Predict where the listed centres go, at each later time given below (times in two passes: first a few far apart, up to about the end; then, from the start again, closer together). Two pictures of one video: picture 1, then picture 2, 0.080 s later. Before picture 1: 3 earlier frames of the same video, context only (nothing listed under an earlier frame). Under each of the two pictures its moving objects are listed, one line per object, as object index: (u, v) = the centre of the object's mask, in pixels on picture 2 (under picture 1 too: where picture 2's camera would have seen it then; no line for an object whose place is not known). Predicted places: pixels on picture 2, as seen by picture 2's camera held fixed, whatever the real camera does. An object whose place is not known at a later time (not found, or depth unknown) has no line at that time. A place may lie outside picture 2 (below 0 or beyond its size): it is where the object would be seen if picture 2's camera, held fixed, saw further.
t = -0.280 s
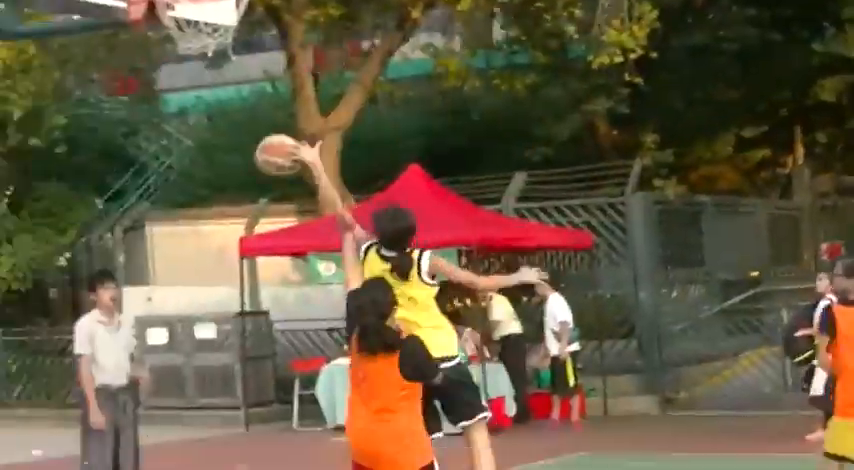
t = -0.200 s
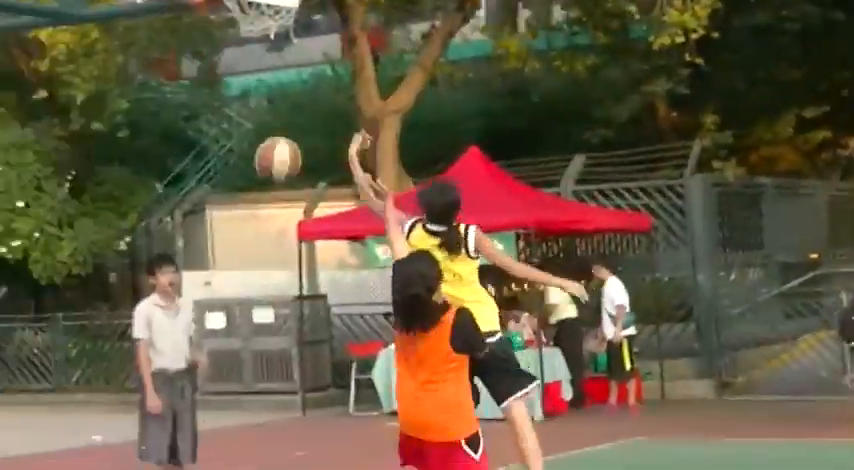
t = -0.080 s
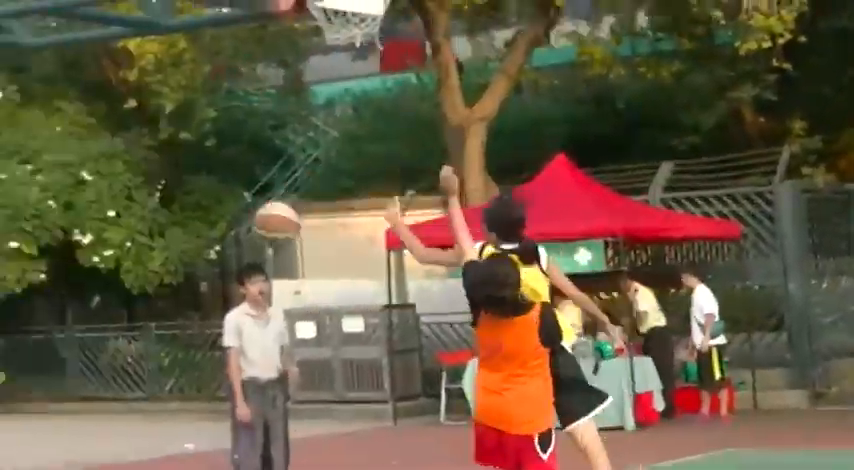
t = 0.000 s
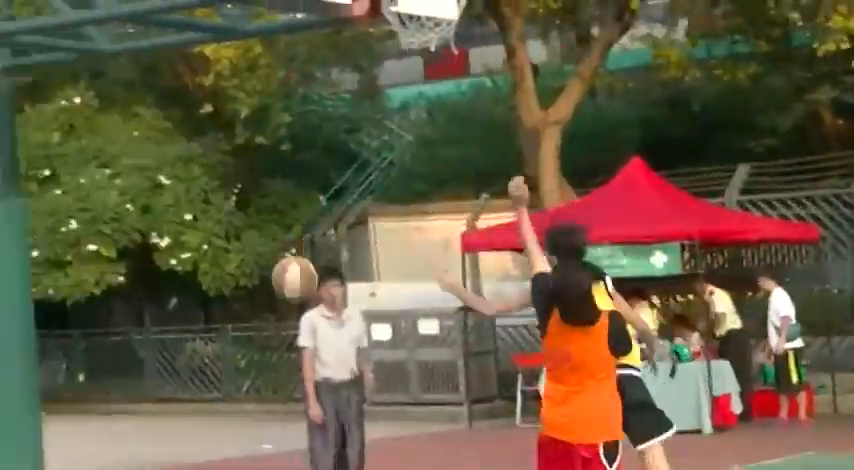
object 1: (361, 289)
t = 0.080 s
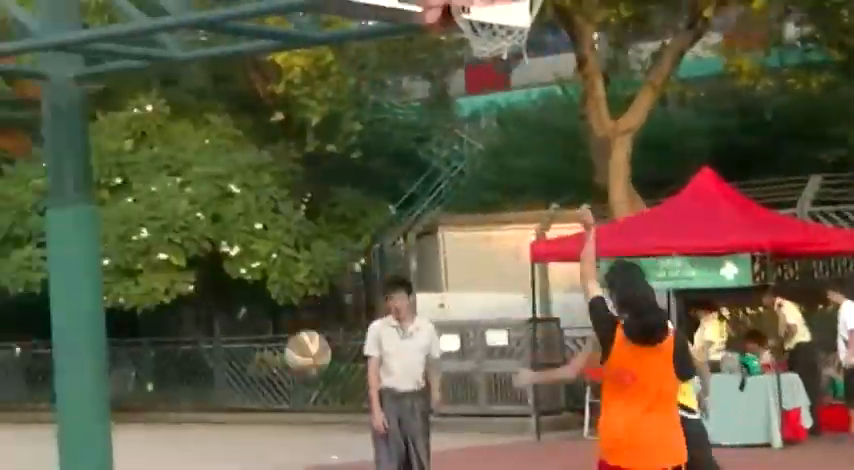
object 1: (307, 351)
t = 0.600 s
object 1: (74, 373)
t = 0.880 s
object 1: (3, 318)
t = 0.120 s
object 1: (280, 389)
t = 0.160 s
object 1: (254, 430)
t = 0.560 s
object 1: (85, 392)
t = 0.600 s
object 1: (74, 373)
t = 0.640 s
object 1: (63, 358)
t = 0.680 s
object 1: (54, 344)
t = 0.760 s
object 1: (30, 323)
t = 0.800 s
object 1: (22, 319)
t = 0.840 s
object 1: (13, 317)
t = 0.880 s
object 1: (3, 318)
